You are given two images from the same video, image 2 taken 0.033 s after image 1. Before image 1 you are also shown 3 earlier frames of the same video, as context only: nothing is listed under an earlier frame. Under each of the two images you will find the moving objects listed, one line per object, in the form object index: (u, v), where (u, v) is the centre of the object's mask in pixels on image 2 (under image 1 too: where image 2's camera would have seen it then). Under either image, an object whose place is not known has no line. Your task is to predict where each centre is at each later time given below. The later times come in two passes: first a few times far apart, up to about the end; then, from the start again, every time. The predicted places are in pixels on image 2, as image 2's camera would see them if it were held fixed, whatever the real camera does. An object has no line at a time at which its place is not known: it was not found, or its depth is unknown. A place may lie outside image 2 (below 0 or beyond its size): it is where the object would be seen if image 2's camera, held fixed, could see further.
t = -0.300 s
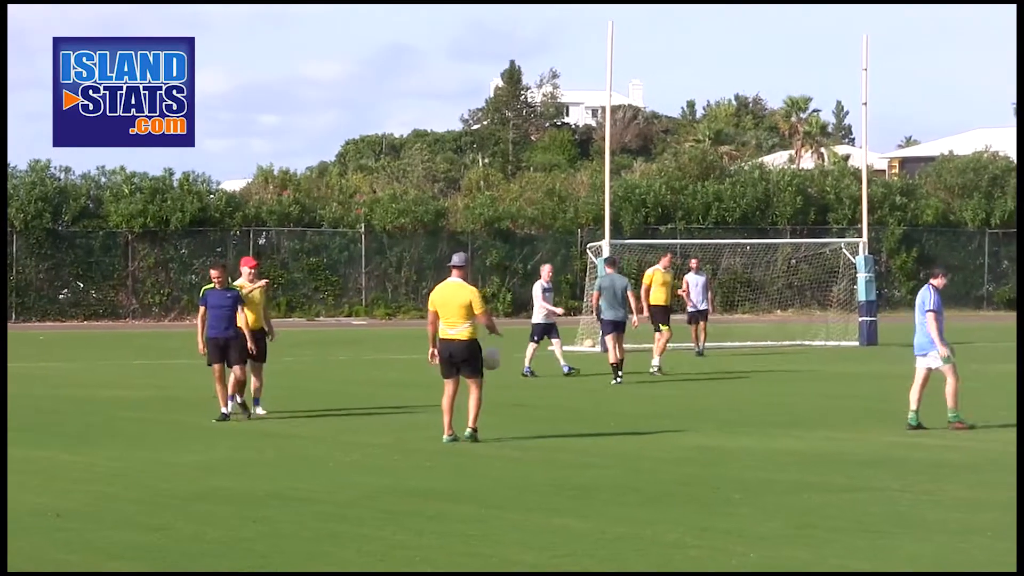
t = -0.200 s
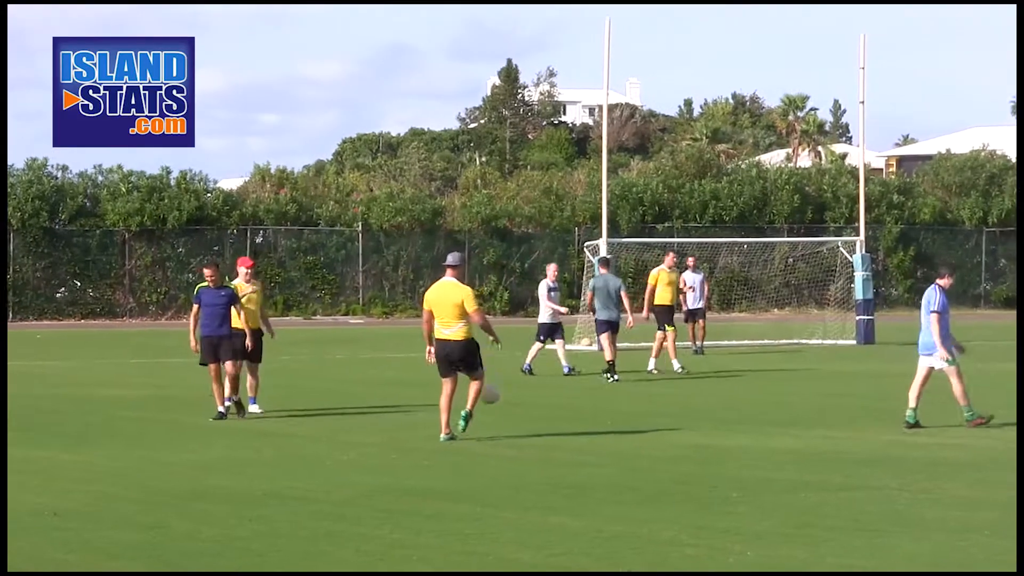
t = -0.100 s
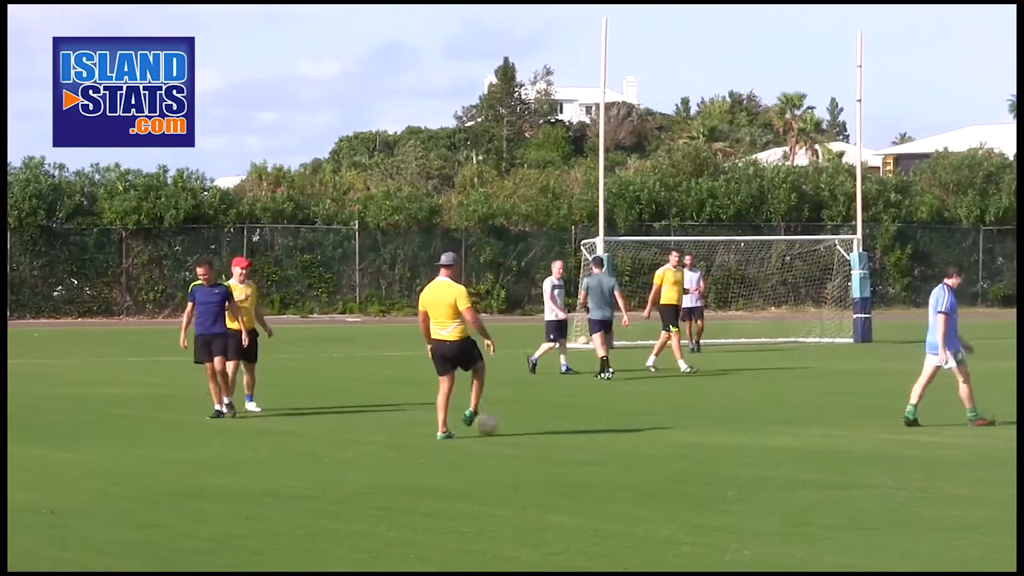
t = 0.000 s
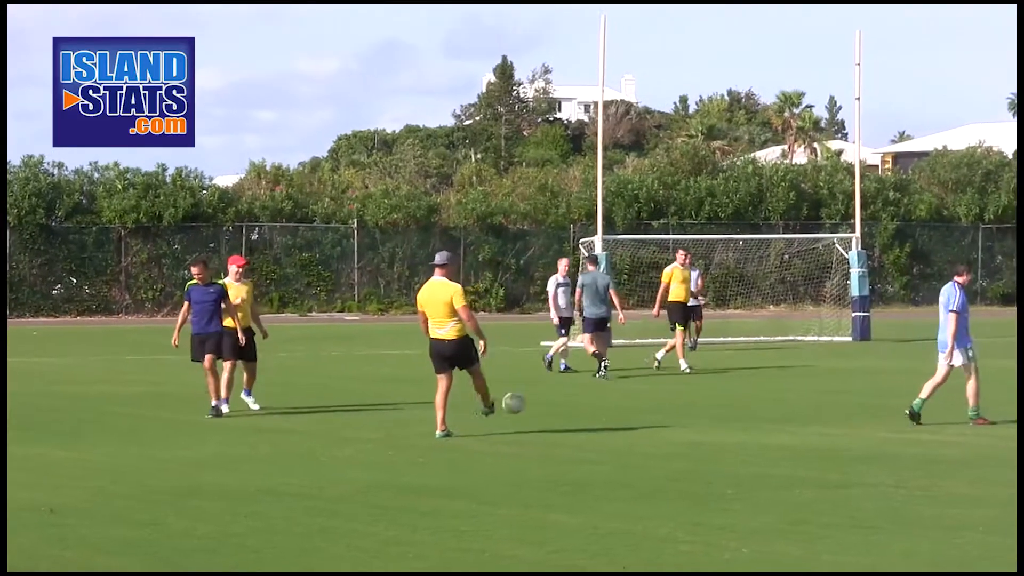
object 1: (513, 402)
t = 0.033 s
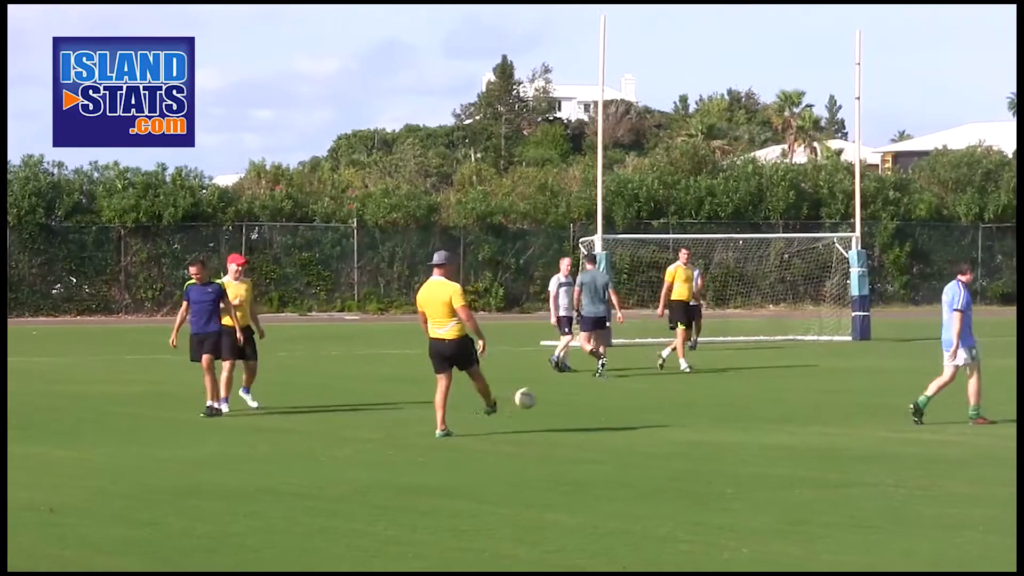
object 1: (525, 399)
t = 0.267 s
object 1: (611, 399)
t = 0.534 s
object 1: (679, 399)
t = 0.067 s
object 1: (538, 395)
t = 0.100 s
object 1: (550, 393)
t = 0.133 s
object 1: (563, 392)
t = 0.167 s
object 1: (575, 392)
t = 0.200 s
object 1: (587, 394)
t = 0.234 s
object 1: (599, 396)
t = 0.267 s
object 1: (611, 399)
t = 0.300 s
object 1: (623, 404)
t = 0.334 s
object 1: (634, 409)
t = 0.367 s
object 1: (646, 415)
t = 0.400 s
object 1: (654, 412)
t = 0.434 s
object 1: (661, 407)
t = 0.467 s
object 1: (668, 403)
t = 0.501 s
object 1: (674, 401)
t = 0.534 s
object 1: (679, 399)
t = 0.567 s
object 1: (684, 399)
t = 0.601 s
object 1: (689, 399)
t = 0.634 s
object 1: (695, 401)
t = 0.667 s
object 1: (700, 403)
